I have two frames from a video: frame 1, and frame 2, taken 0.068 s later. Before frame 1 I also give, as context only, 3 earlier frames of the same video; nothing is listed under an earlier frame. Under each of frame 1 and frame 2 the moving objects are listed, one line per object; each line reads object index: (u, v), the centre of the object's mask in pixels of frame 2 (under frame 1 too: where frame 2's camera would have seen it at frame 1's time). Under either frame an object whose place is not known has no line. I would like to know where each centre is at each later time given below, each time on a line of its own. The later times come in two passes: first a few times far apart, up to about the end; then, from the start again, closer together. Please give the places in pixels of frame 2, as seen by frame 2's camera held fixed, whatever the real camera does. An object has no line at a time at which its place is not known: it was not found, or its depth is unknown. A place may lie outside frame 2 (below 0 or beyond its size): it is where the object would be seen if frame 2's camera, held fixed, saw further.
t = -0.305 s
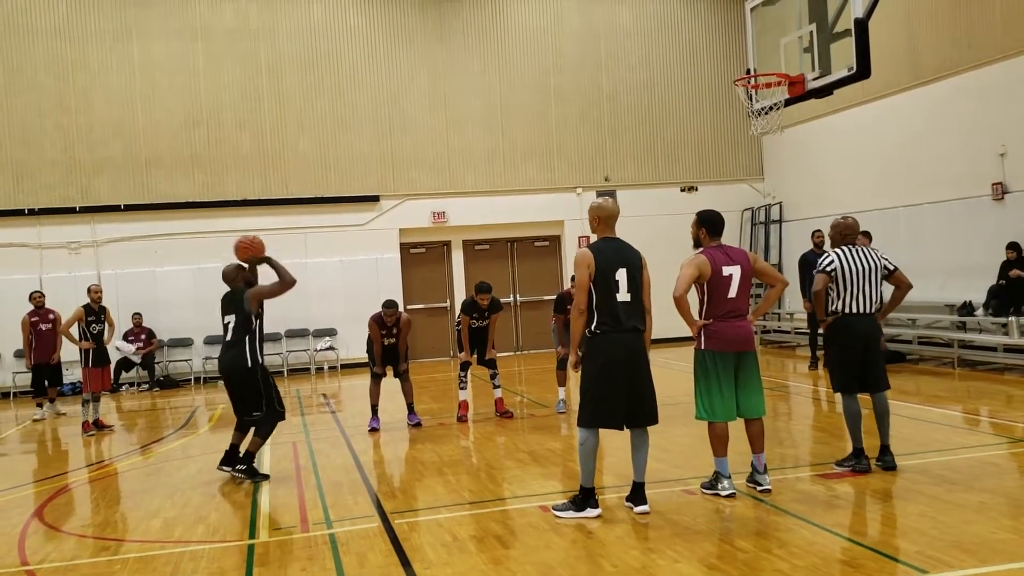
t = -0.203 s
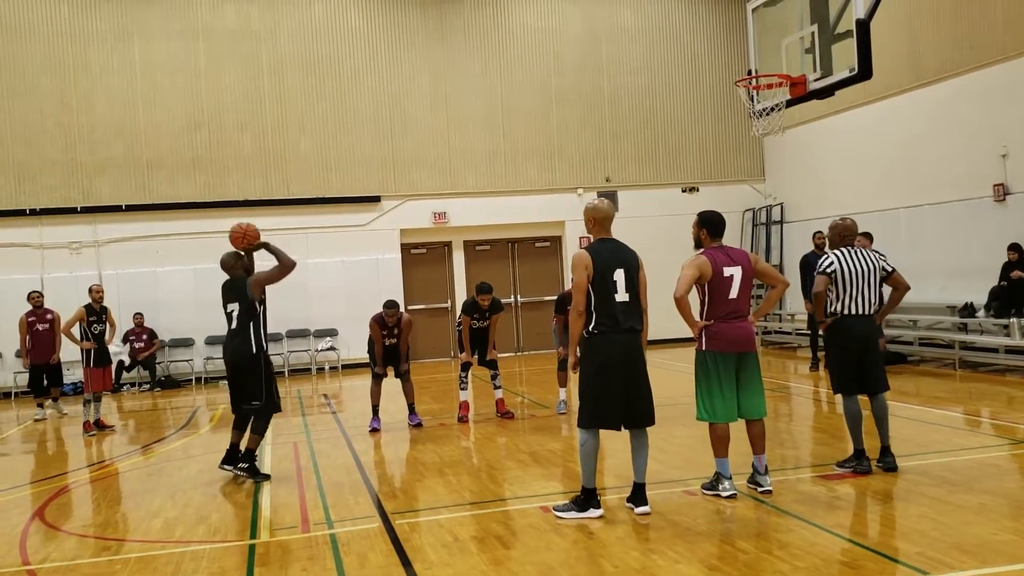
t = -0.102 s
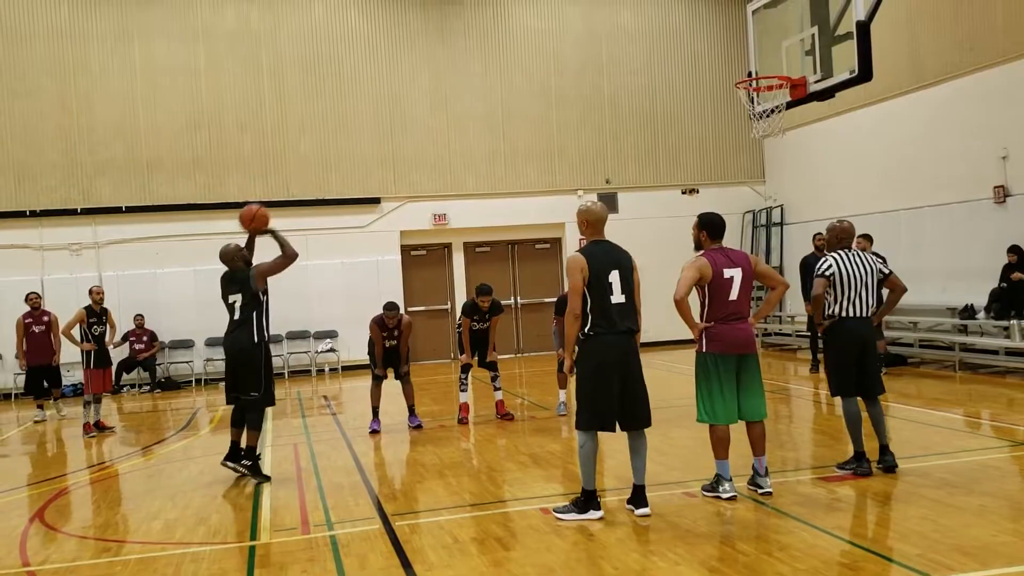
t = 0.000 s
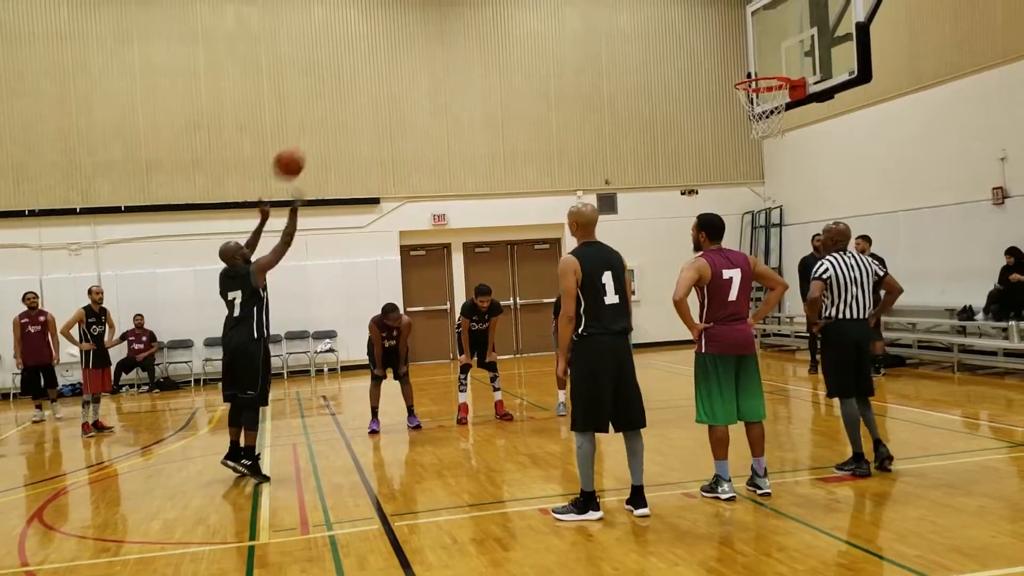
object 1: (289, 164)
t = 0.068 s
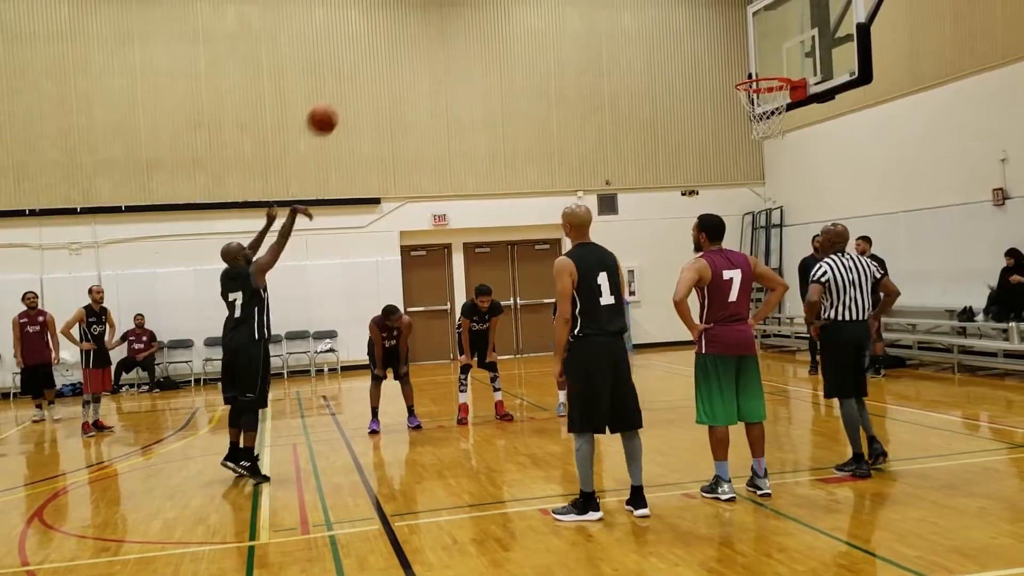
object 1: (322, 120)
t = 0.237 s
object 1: (403, 37)
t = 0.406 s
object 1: (484, 0)
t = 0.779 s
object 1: (656, 2)
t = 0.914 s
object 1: (718, 42)
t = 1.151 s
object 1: (795, 119)
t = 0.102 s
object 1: (338, 101)
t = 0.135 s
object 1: (355, 82)
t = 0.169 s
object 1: (371, 66)
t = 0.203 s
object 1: (387, 50)
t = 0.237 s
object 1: (403, 37)
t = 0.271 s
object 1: (419, 24)
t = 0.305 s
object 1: (435, 13)
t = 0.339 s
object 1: (452, 7)
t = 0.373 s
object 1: (467, 3)
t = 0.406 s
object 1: (484, 0)
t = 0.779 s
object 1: (656, 2)
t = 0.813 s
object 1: (672, 7)
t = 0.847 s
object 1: (687, 17)
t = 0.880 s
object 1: (702, 29)
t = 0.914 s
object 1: (718, 42)
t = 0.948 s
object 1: (733, 56)
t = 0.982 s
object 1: (748, 69)
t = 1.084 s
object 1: (789, 109)
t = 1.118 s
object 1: (792, 114)
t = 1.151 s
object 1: (795, 119)
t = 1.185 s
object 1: (798, 127)
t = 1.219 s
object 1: (801, 135)
